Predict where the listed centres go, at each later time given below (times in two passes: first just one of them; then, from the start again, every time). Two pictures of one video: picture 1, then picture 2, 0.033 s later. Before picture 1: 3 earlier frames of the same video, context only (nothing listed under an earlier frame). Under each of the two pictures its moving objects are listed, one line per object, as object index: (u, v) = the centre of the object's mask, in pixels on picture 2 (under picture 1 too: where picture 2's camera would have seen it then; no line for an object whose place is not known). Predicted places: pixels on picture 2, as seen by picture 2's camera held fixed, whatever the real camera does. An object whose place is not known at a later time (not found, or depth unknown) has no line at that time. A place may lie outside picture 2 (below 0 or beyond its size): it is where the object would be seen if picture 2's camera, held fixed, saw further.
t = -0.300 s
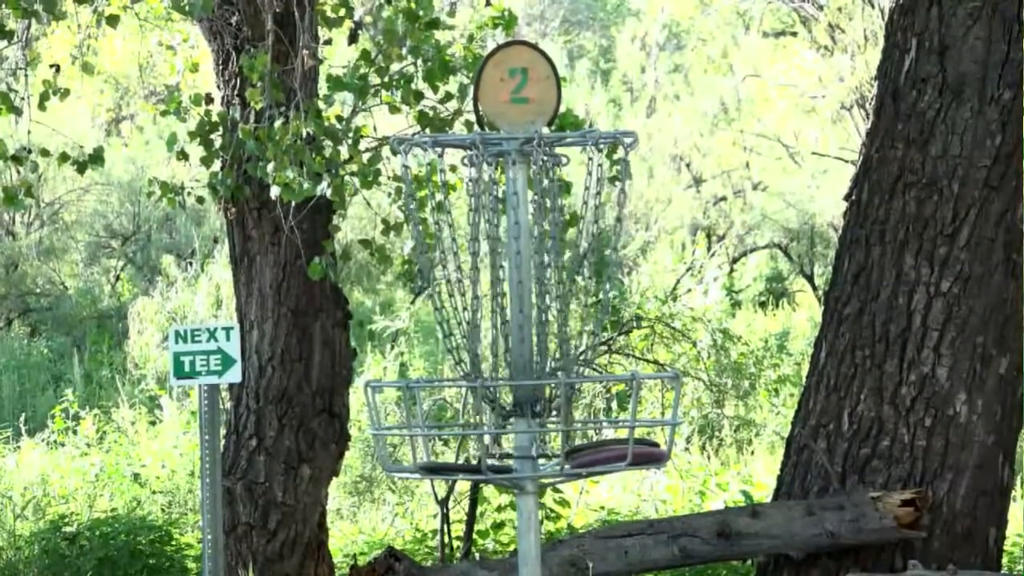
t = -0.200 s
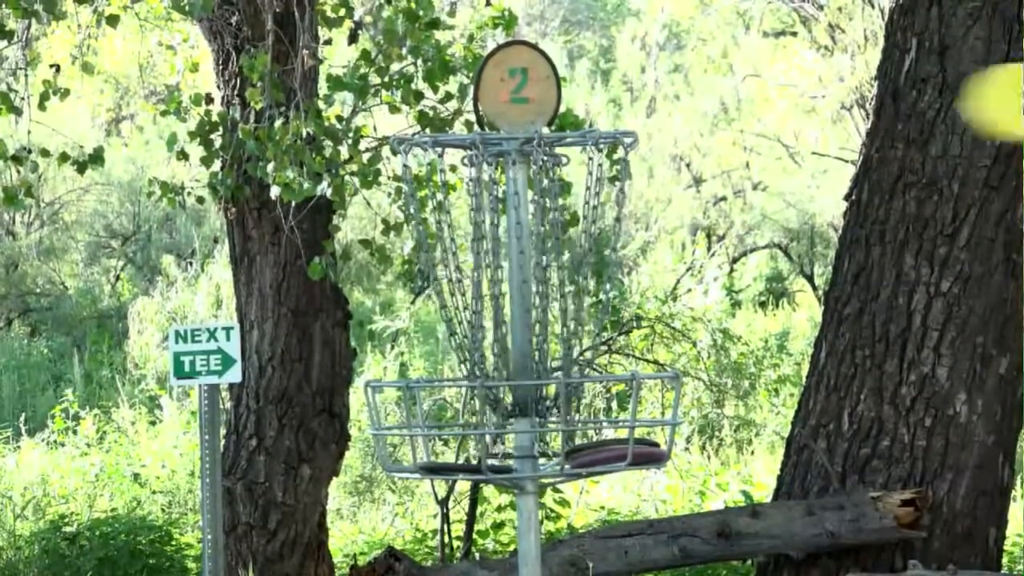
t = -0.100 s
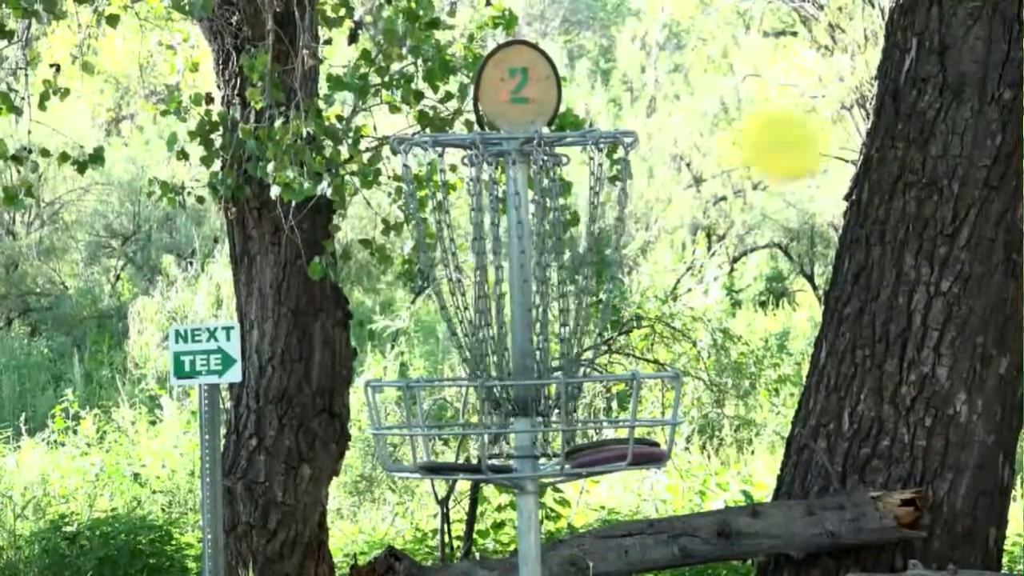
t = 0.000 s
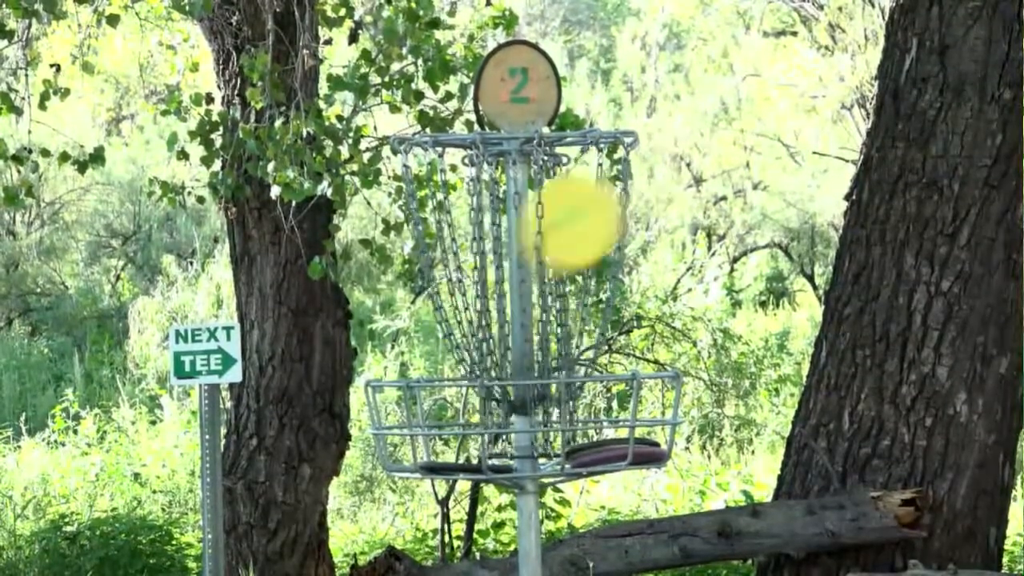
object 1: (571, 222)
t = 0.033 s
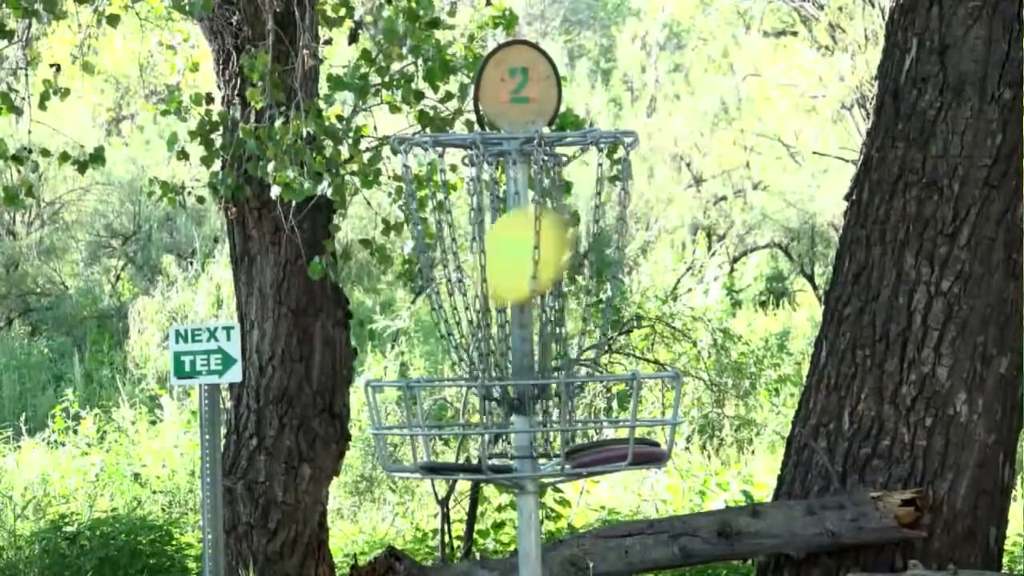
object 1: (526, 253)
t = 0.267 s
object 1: (446, 405)
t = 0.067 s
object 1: (474, 286)
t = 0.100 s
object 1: (459, 301)
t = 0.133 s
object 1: (454, 313)
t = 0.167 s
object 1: (453, 330)
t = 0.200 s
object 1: (448, 347)
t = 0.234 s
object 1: (447, 375)
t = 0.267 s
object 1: (446, 405)
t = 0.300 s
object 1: (450, 422)
